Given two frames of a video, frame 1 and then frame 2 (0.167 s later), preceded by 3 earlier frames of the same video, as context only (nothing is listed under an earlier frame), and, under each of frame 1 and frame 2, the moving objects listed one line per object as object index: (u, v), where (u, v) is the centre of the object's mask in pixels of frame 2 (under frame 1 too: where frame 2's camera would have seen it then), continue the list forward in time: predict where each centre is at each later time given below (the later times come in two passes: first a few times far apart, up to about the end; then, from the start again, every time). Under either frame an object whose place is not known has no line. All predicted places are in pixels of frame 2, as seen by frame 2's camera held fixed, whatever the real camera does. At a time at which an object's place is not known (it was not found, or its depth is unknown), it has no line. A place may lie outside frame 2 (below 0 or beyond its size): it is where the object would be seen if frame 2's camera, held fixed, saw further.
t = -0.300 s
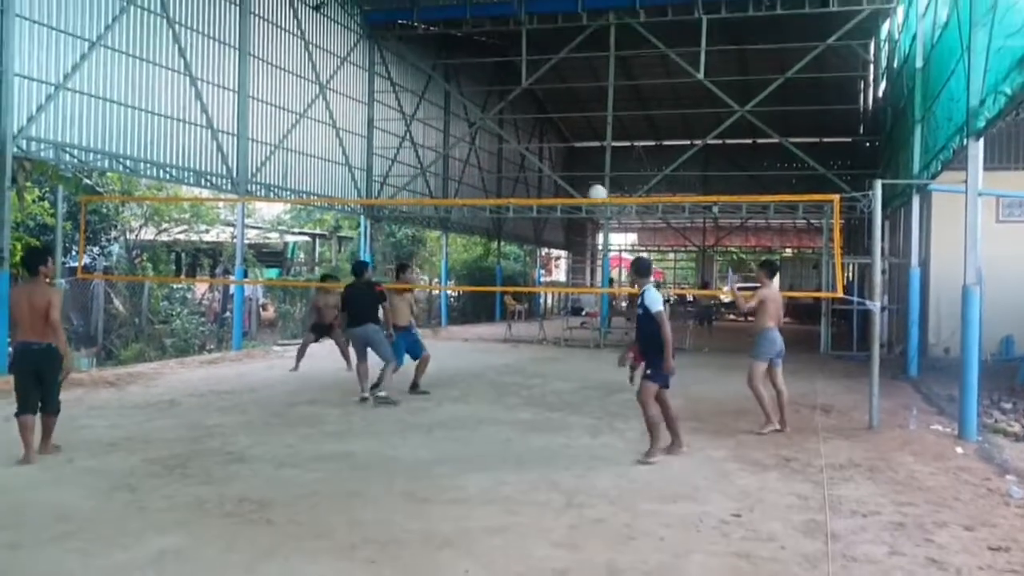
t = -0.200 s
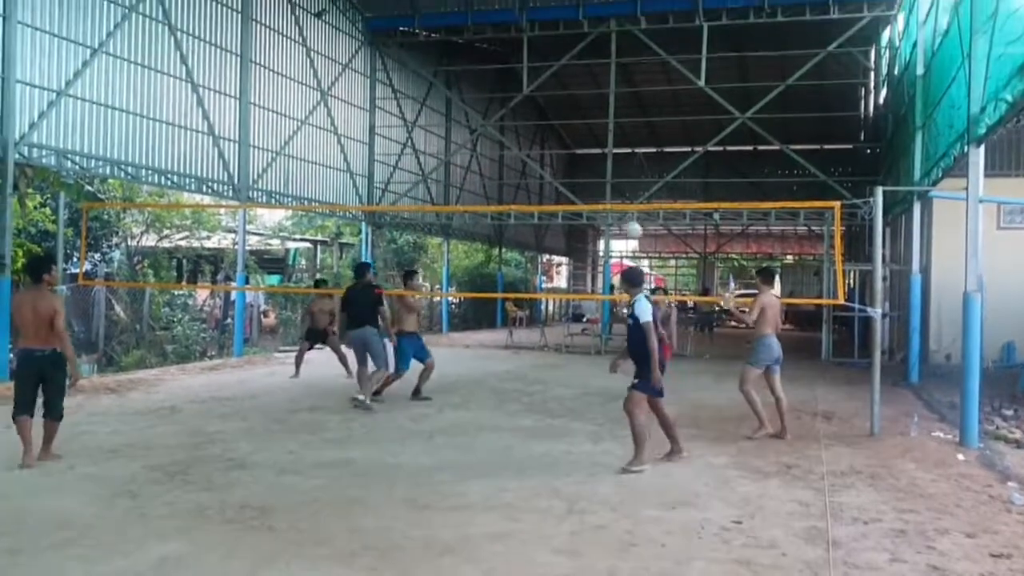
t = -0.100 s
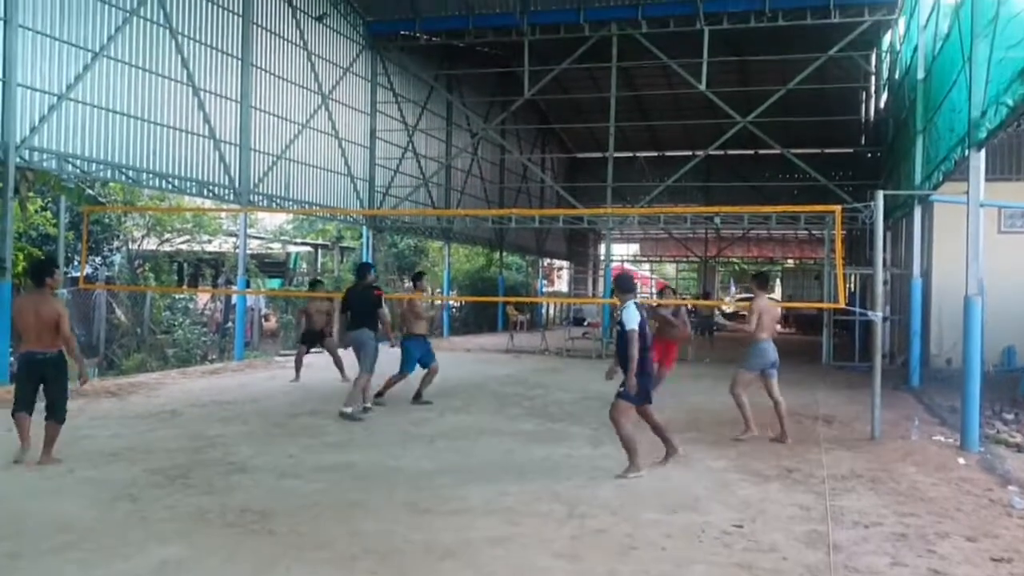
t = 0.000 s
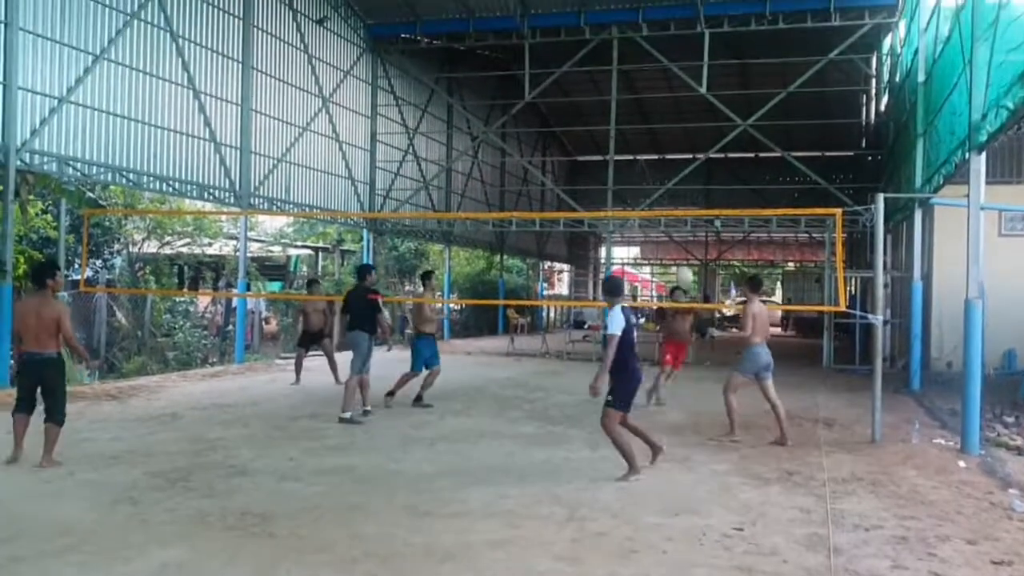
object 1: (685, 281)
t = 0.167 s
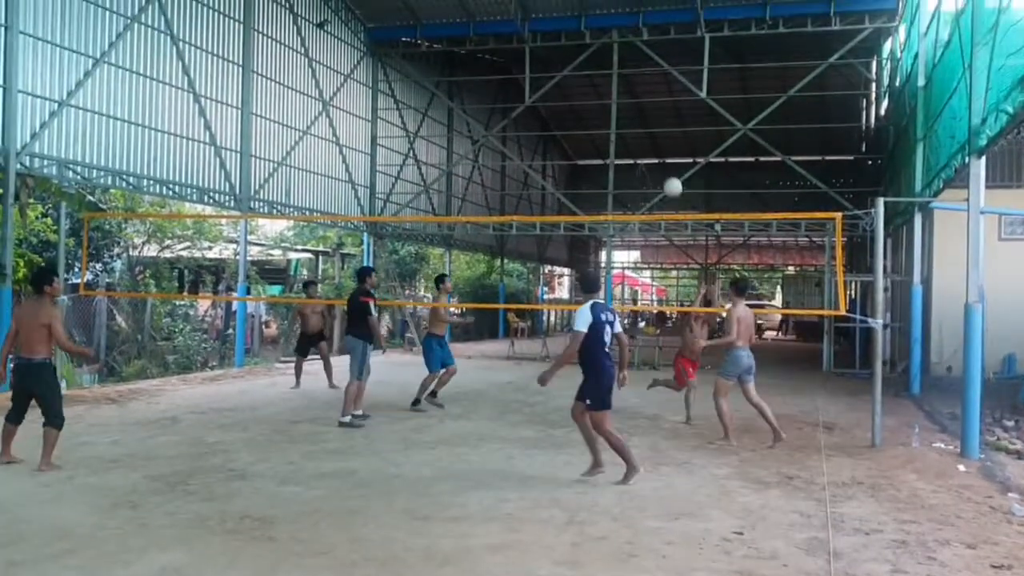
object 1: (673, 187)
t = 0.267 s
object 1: (665, 142)
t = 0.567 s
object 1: (642, 61)
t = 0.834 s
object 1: (620, 48)
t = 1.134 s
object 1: (593, 100)
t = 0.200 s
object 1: (670, 171)
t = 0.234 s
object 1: (668, 157)
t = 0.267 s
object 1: (665, 142)
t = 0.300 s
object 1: (663, 130)
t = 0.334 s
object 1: (660, 118)
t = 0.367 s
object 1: (657, 107)
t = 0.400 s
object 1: (655, 97)
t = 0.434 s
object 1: (653, 88)
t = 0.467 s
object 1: (650, 79)
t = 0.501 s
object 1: (647, 72)
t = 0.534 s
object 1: (645, 66)
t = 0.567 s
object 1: (642, 61)
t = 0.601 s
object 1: (639, 56)
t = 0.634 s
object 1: (637, 52)
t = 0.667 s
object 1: (634, 49)
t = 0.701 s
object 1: (631, 48)
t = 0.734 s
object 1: (629, 46)
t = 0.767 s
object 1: (625, 46)
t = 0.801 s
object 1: (623, 47)
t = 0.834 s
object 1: (620, 48)
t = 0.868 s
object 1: (617, 51)
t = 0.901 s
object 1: (614, 53)
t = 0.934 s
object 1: (611, 58)
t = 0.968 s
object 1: (608, 63)
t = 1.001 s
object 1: (605, 69)
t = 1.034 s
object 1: (602, 75)
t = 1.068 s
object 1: (599, 83)
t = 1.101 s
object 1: (596, 91)
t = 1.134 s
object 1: (593, 100)
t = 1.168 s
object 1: (590, 110)
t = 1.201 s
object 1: (588, 121)
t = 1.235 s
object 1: (585, 132)
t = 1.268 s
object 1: (582, 145)
